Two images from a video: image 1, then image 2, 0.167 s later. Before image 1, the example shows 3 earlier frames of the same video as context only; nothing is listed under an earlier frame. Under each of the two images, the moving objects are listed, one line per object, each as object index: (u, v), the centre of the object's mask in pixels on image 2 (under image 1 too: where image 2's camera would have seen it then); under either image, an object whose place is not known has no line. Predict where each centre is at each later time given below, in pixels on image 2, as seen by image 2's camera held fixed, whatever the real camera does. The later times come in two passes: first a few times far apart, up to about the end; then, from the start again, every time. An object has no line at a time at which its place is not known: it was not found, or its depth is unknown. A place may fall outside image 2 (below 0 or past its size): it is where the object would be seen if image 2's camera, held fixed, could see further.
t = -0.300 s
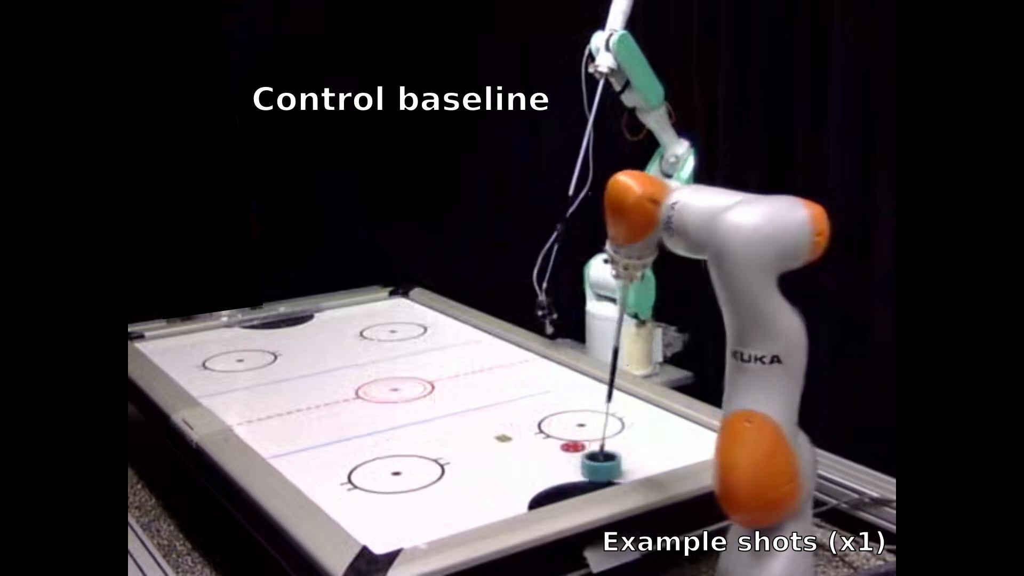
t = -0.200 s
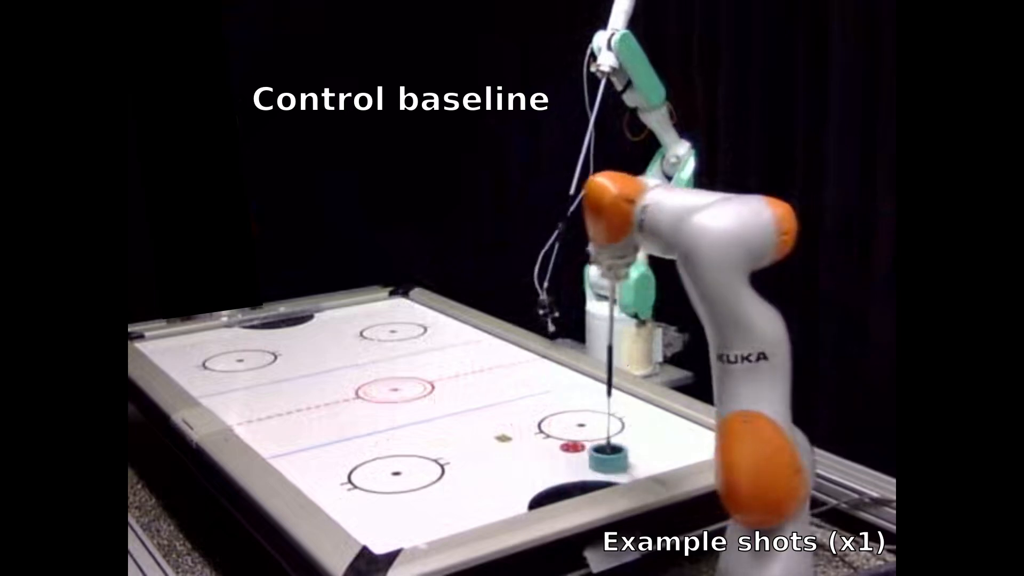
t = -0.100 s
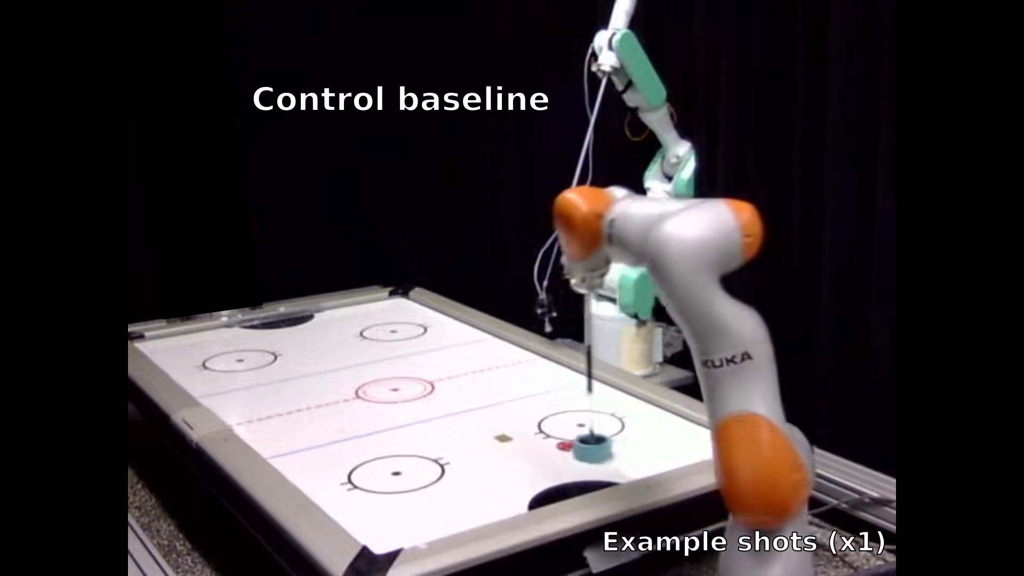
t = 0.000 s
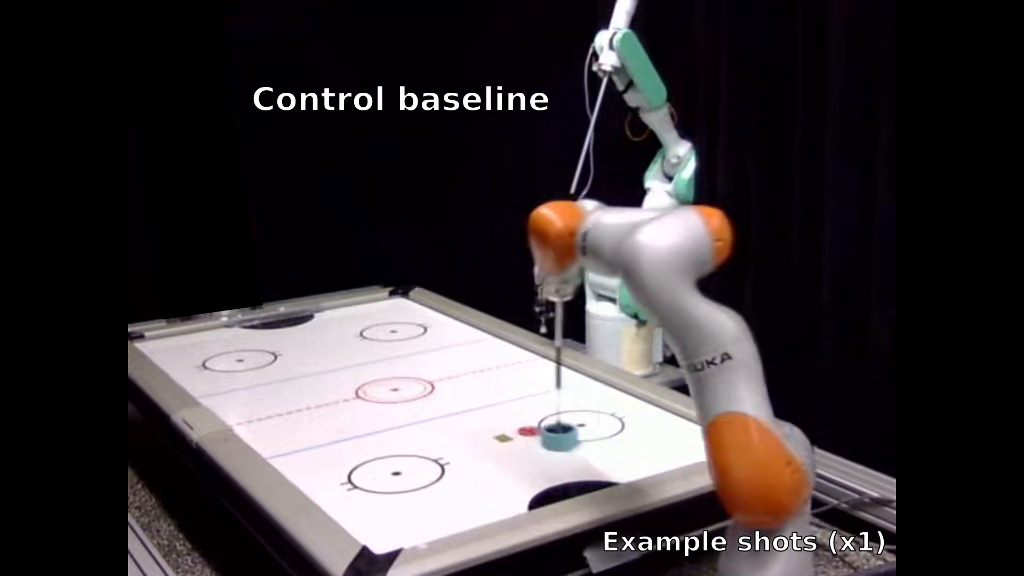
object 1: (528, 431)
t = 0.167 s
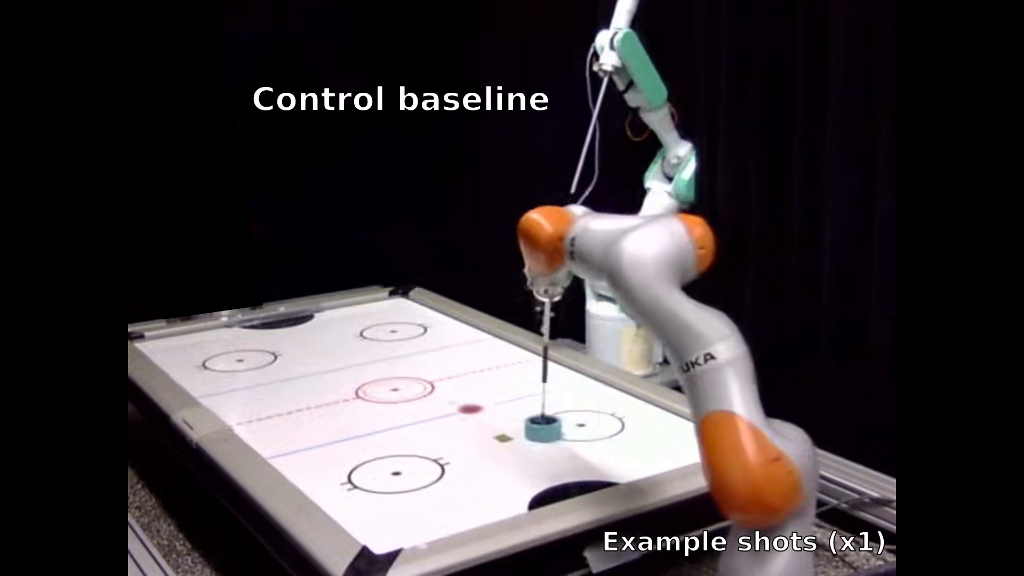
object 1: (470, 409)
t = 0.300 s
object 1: (427, 393)
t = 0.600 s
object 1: (346, 362)
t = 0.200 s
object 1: (458, 405)
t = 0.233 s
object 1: (447, 401)
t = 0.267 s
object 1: (438, 397)
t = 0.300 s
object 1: (427, 393)
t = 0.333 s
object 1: (417, 389)
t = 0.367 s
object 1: (407, 386)
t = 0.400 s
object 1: (399, 382)
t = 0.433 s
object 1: (388, 379)
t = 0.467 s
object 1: (380, 376)
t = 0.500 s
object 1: (370, 372)
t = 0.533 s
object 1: (362, 369)
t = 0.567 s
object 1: (353, 365)
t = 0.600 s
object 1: (346, 362)
